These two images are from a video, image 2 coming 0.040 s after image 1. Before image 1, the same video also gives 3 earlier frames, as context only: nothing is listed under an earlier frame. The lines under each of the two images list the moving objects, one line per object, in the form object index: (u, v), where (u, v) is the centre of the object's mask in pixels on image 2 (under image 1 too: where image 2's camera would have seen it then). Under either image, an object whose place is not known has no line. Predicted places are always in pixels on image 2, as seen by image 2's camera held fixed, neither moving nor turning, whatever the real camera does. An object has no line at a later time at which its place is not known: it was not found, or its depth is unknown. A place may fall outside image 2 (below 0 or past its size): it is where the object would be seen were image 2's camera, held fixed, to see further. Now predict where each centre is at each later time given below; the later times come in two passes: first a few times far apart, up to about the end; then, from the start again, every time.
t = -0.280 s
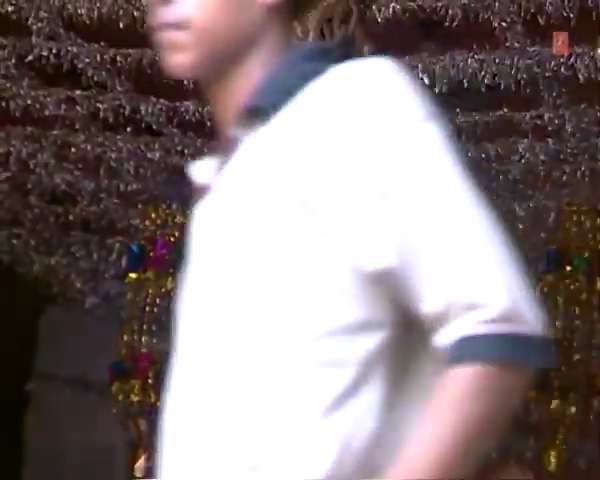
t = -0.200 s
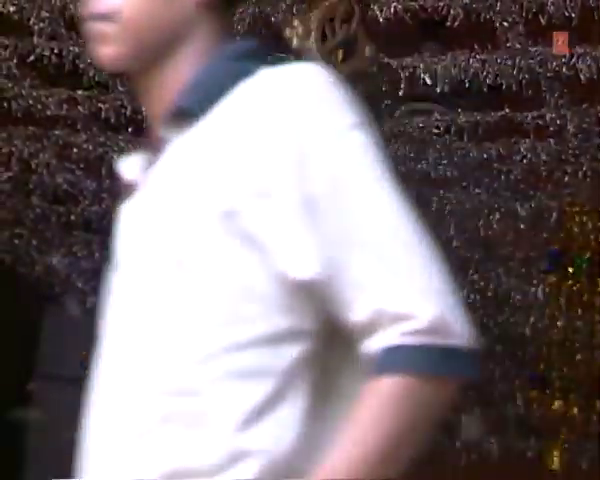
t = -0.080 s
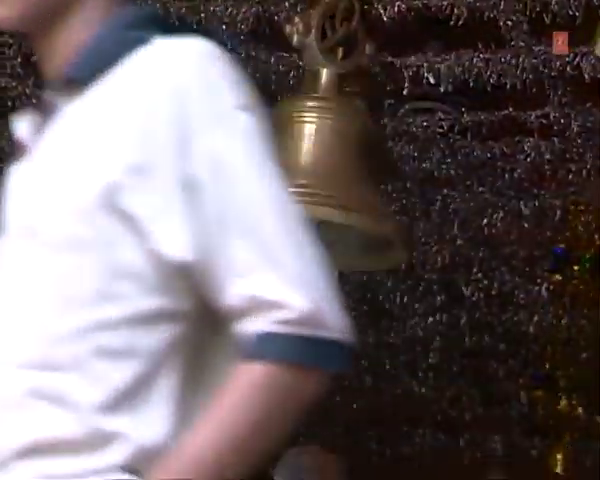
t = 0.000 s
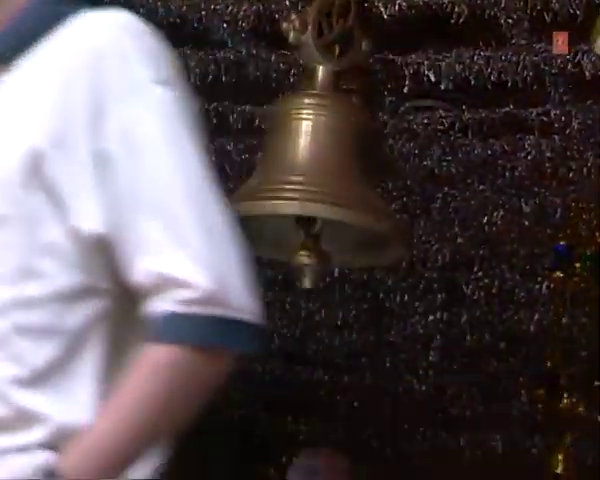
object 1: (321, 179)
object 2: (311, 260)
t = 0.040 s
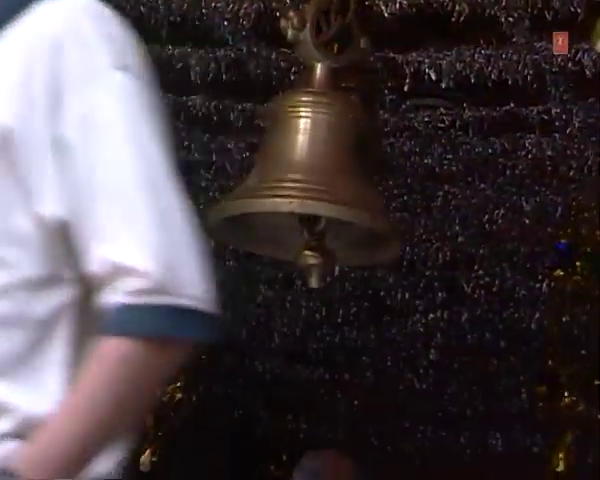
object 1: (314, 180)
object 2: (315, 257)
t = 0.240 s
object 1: (301, 179)
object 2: (316, 254)
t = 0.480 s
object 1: (293, 176)
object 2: (277, 246)
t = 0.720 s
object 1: (286, 174)
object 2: (262, 239)
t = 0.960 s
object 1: (292, 175)
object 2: (303, 252)
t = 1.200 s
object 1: (304, 177)
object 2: (304, 254)
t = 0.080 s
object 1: (310, 182)
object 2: (318, 257)
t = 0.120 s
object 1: (307, 181)
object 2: (320, 255)
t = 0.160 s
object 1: (305, 180)
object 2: (320, 255)
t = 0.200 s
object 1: (303, 180)
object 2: (319, 255)
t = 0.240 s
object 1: (301, 179)
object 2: (316, 254)
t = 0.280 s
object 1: (299, 178)
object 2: (312, 254)
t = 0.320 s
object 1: (297, 177)
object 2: (305, 250)
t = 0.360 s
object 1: (295, 176)
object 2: (300, 252)
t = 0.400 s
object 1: (294, 176)
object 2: (292, 250)
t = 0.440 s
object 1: (293, 176)
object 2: (284, 248)
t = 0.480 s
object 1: (293, 176)
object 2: (277, 246)
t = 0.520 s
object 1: (291, 175)
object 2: (269, 240)
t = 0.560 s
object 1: (290, 176)
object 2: (263, 240)
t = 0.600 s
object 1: (289, 175)
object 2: (261, 238)
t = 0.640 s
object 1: (288, 173)
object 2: (260, 236)
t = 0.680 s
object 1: (288, 174)
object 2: (260, 237)
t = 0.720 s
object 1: (286, 174)
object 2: (262, 239)
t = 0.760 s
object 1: (287, 173)
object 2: (267, 240)
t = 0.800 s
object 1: (287, 173)
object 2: (274, 244)
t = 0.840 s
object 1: (289, 174)
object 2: (281, 247)
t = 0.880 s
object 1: (289, 174)
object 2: (289, 248)
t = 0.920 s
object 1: (291, 175)
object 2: (297, 250)
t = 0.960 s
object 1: (292, 175)
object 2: (303, 252)
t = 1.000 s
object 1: (293, 175)
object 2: (307, 253)
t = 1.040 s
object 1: (294, 175)
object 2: (308, 252)
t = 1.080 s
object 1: (296, 174)
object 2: (309, 252)
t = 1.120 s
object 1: (298, 175)
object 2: (309, 253)
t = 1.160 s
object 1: (301, 175)
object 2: (308, 253)
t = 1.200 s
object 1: (304, 177)
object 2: (304, 254)
